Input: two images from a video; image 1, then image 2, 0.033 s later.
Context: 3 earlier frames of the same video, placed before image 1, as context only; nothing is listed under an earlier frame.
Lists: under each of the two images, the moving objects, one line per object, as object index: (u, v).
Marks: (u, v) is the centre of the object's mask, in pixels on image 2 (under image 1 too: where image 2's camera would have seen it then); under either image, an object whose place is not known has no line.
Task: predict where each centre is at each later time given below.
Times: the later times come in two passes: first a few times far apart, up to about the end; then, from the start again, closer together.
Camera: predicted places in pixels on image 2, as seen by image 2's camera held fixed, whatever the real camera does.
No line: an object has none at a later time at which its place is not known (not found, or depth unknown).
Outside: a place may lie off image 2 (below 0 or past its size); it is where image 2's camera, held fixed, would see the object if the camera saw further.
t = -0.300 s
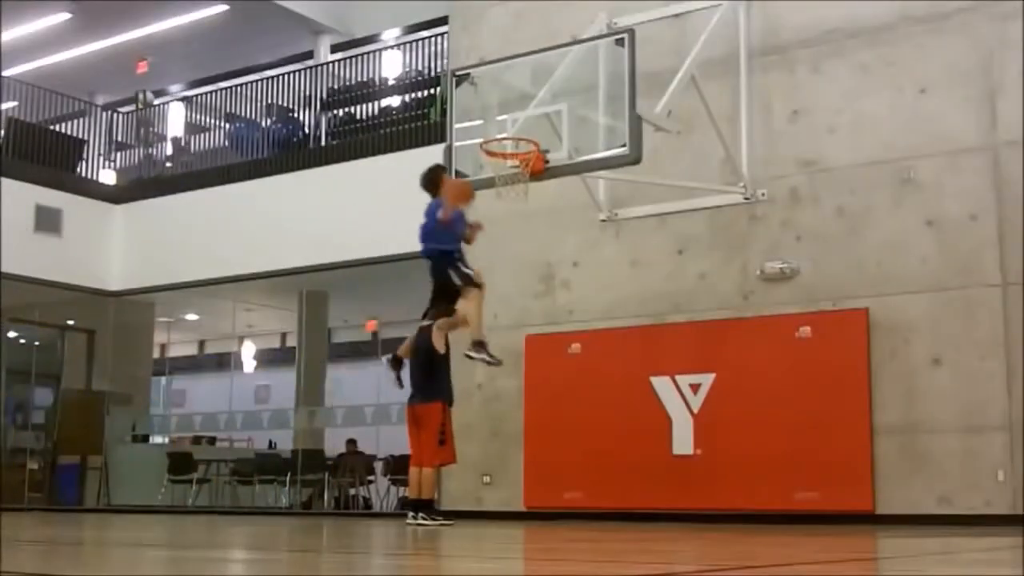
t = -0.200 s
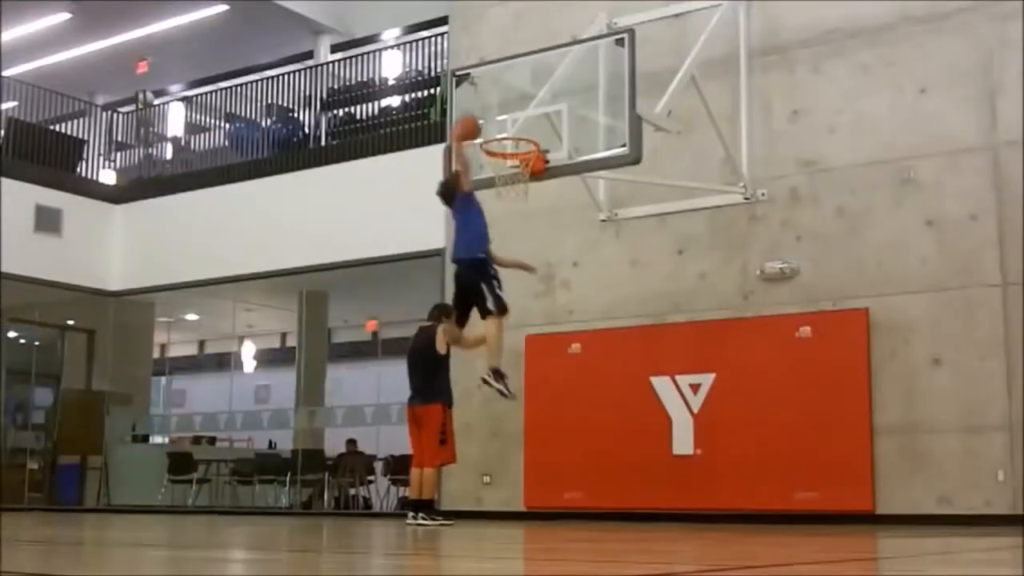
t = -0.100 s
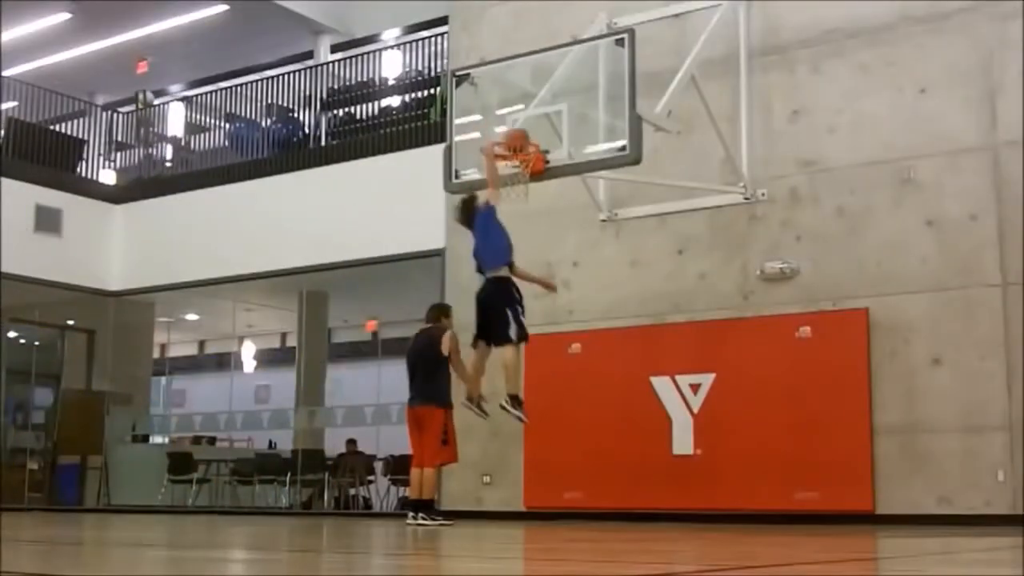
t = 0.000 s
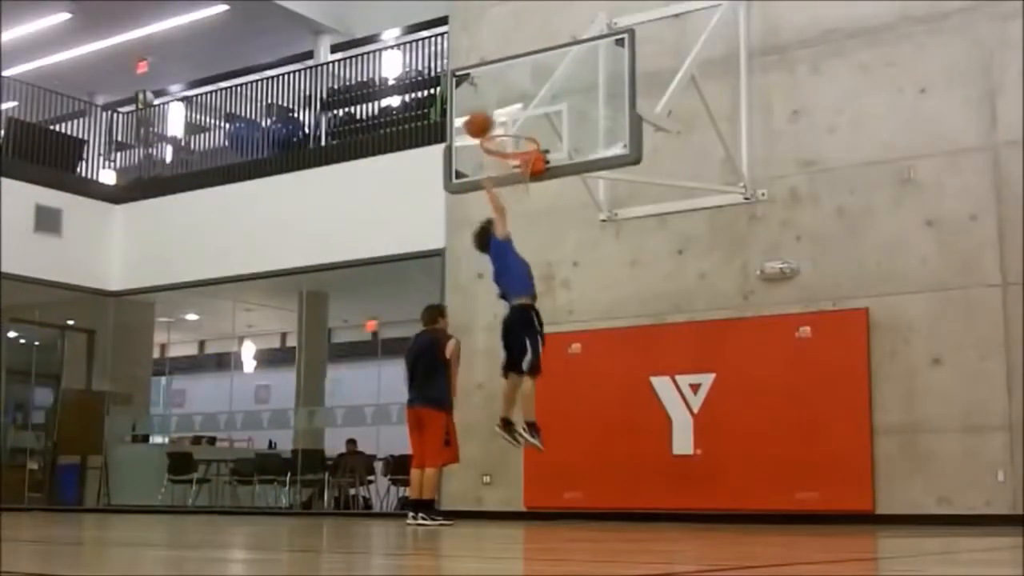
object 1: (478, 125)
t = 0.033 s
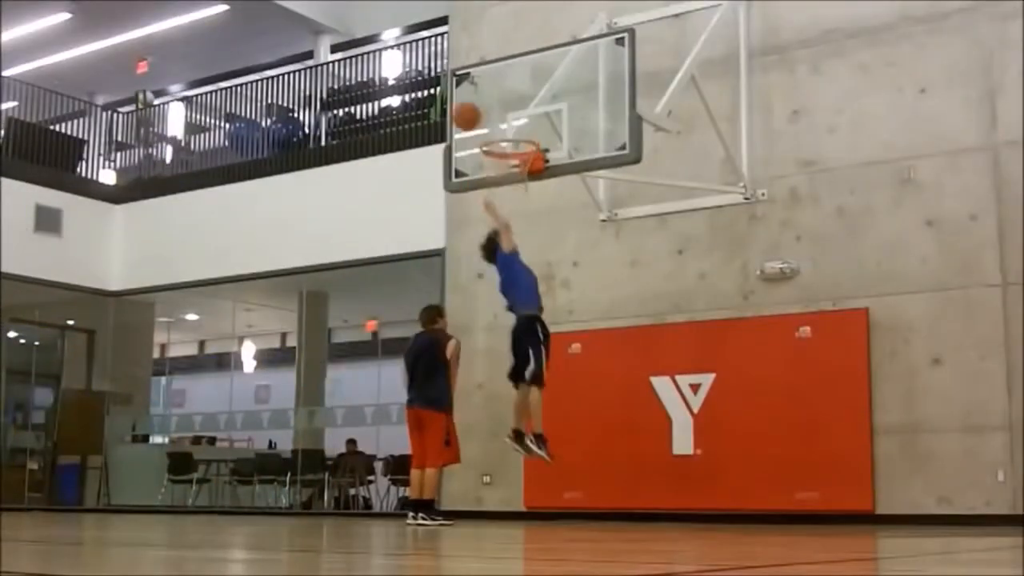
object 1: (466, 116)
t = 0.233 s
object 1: (389, 93)
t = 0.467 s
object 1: (282, 134)
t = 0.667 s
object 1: (170, 246)
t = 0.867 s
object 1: (34, 460)
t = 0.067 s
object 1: (454, 109)
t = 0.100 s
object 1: (441, 103)
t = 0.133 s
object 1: (430, 99)
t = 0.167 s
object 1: (416, 96)
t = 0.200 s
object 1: (404, 93)
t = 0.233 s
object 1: (389, 93)
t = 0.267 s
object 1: (374, 93)
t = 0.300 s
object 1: (360, 96)
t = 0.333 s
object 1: (346, 100)
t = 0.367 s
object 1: (331, 105)
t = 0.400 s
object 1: (315, 113)
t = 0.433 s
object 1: (296, 124)
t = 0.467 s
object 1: (282, 134)
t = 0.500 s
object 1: (265, 146)
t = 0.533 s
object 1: (245, 162)
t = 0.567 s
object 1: (228, 177)
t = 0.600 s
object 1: (209, 198)
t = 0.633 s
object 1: (190, 221)
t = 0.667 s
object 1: (170, 246)
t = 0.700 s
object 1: (149, 274)
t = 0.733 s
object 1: (128, 305)
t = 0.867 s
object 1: (34, 460)
